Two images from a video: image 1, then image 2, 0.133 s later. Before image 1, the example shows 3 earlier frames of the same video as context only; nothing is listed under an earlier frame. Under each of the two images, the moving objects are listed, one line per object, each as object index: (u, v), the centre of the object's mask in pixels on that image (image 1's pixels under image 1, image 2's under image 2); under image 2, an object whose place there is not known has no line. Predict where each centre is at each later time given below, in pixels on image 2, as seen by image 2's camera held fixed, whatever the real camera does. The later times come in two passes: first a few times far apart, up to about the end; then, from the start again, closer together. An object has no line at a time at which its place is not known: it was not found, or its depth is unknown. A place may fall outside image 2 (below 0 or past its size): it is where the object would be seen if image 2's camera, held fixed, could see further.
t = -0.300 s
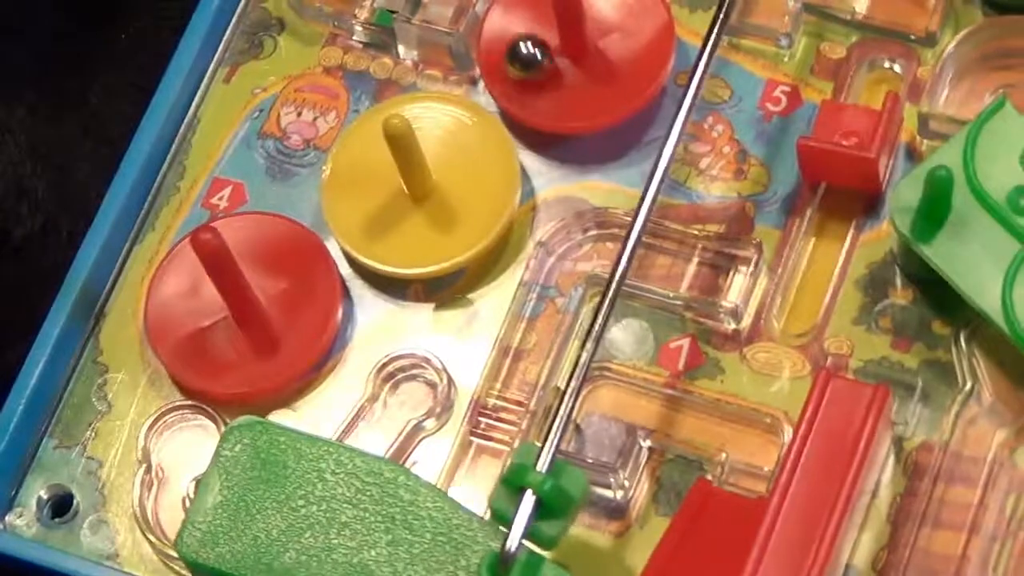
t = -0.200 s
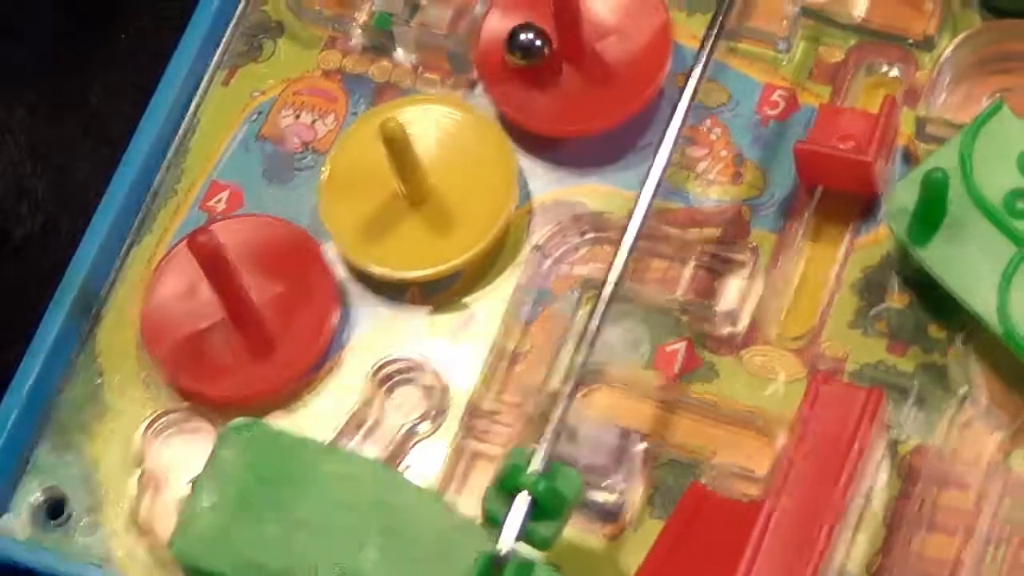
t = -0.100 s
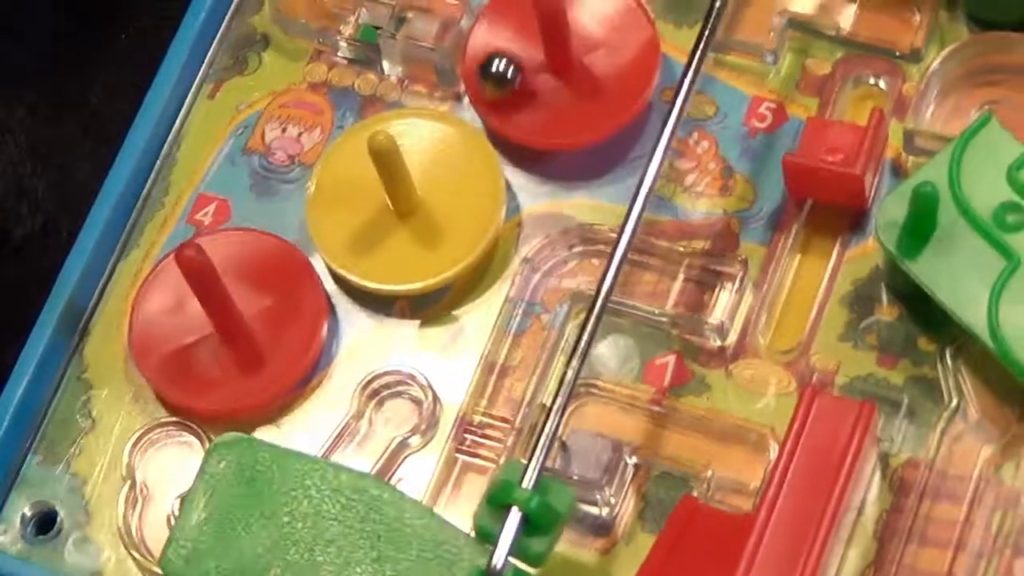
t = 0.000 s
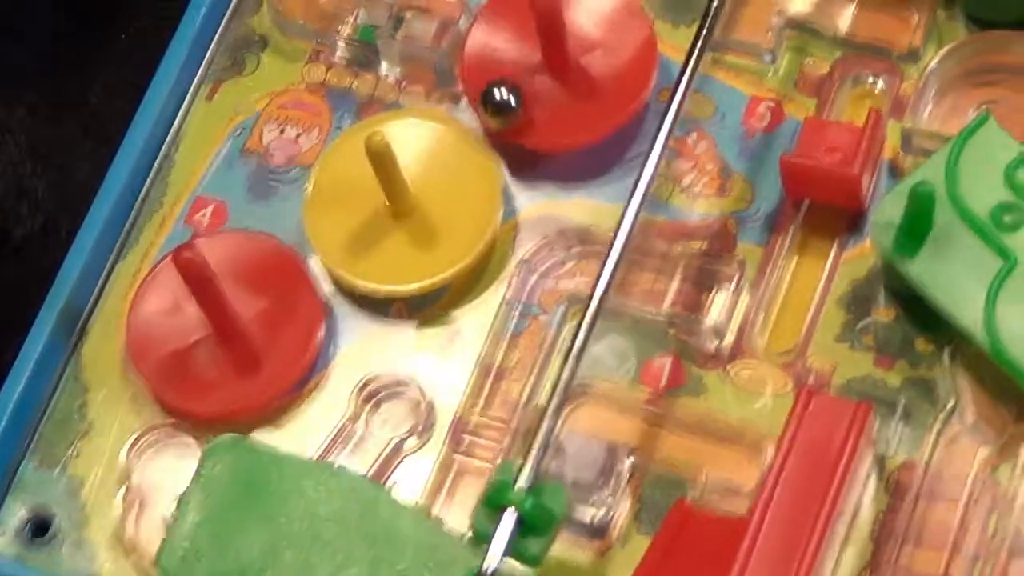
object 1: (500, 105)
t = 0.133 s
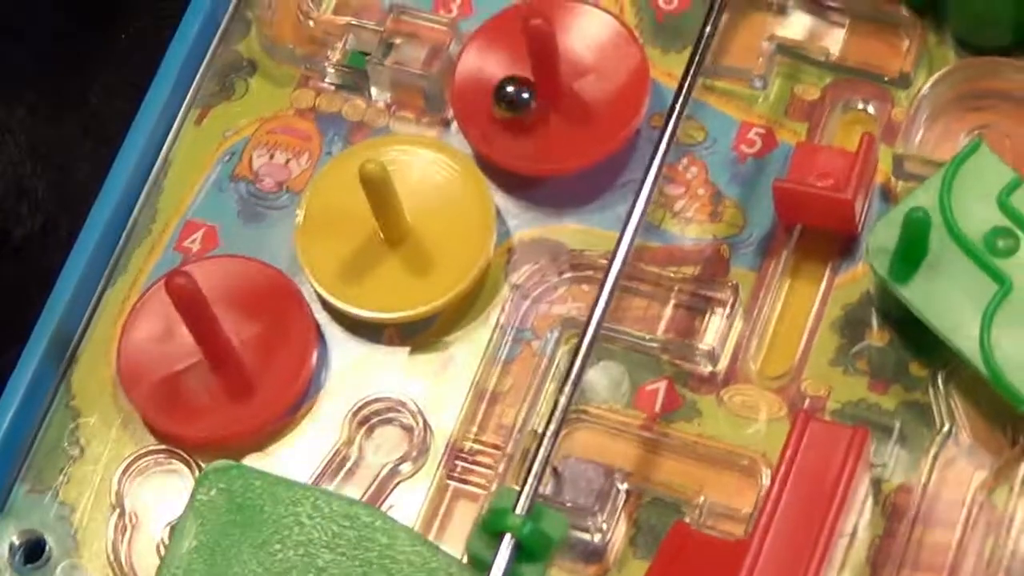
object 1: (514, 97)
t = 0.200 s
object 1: (508, 95)
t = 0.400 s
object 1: (515, 108)
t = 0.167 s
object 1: (510, 96)
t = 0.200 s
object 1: (508, 95)
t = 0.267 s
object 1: (502, 93)
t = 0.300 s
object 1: (502, 93)
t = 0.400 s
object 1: (515, 108)
